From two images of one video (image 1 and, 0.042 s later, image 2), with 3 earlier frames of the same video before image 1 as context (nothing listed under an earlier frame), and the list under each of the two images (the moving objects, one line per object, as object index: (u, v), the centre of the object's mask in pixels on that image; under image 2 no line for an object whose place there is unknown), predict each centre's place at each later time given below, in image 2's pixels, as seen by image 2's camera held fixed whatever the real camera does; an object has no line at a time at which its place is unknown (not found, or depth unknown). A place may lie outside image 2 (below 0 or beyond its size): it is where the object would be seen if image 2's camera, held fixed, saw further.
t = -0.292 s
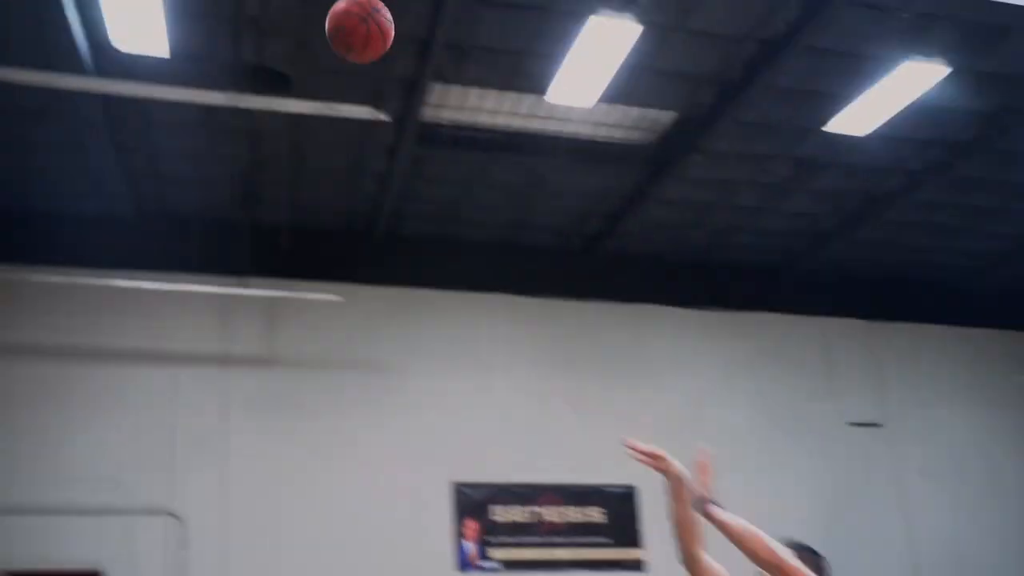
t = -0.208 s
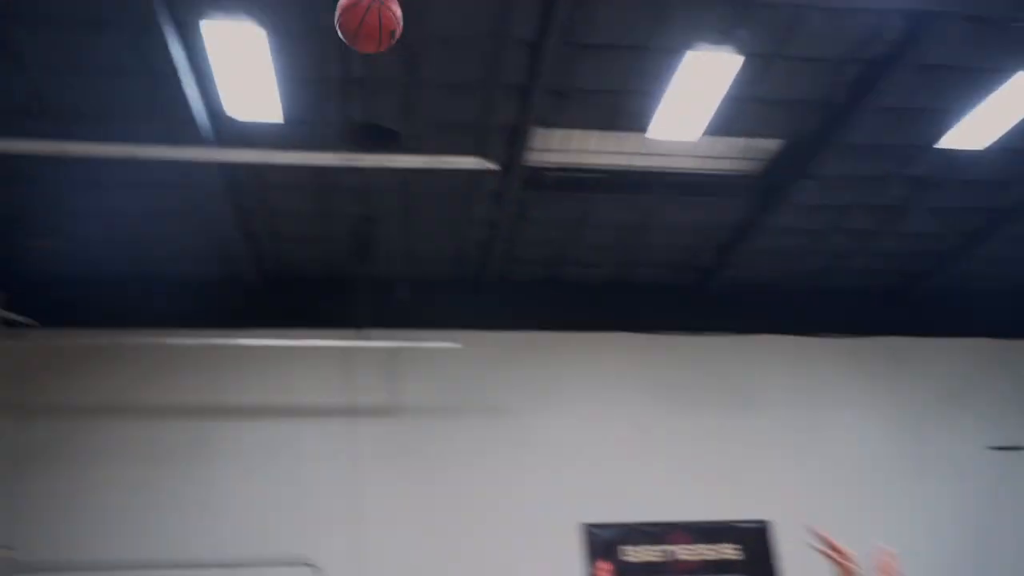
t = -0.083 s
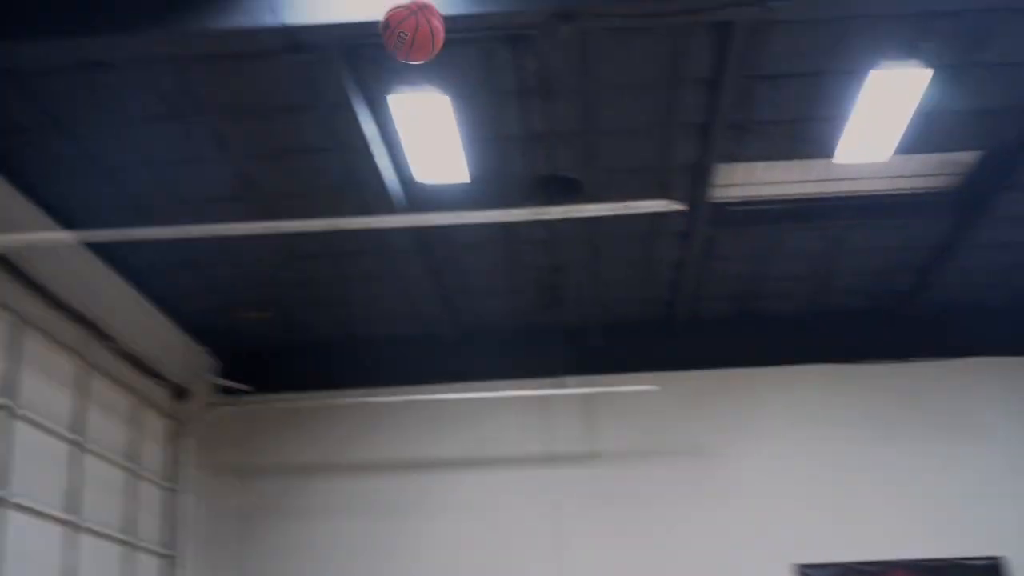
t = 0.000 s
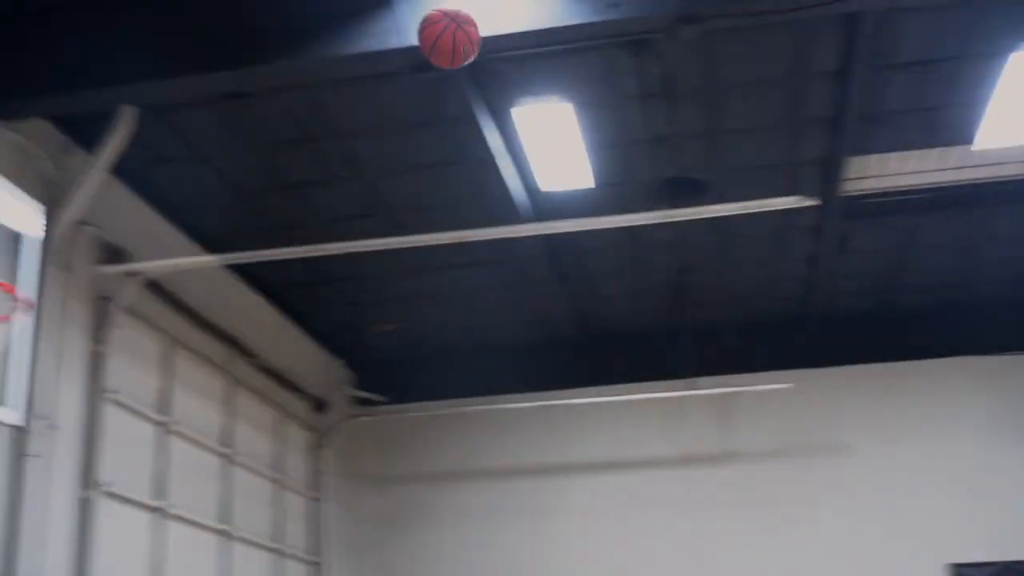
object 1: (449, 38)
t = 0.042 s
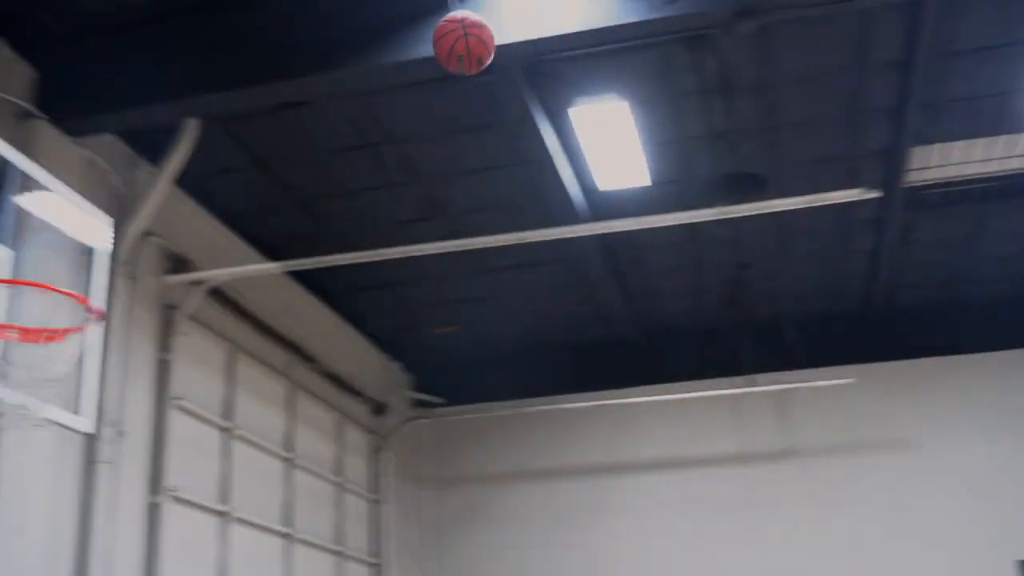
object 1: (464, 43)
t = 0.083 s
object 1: (423, 50)
